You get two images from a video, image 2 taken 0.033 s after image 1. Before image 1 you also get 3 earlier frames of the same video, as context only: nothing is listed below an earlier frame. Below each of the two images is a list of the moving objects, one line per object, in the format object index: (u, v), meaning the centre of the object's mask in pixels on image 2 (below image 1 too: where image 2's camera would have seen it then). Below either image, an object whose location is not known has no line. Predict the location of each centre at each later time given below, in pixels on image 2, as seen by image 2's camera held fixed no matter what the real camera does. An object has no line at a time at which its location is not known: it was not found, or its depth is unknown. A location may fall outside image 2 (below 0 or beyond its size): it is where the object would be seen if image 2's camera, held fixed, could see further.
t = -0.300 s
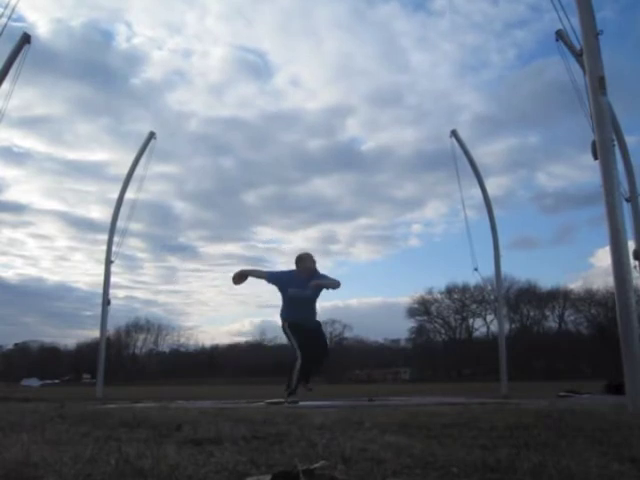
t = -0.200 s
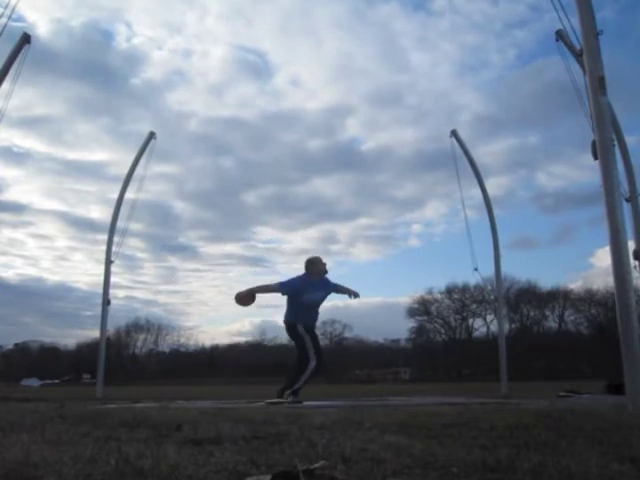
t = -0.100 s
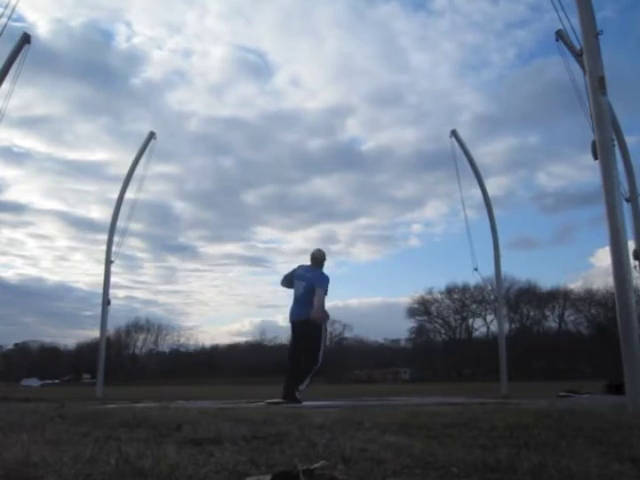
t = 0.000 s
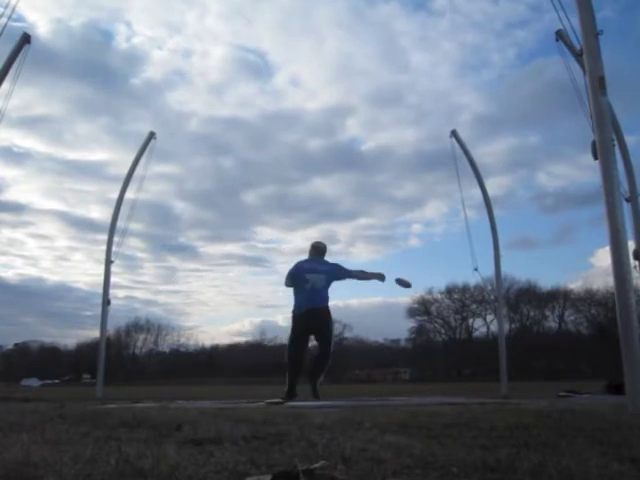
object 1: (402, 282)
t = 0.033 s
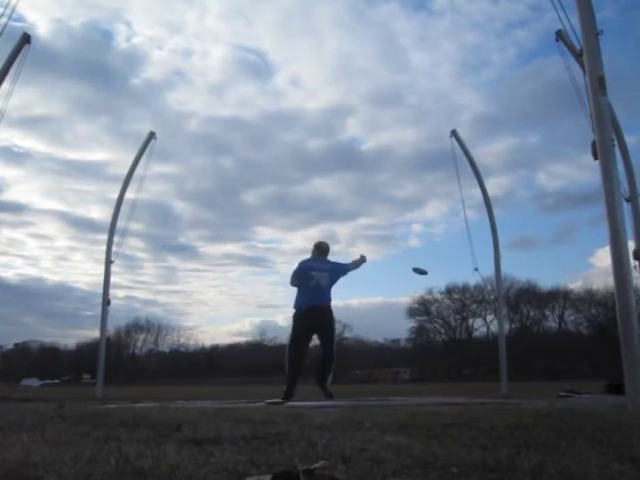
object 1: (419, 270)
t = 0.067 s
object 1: (434, 261)
